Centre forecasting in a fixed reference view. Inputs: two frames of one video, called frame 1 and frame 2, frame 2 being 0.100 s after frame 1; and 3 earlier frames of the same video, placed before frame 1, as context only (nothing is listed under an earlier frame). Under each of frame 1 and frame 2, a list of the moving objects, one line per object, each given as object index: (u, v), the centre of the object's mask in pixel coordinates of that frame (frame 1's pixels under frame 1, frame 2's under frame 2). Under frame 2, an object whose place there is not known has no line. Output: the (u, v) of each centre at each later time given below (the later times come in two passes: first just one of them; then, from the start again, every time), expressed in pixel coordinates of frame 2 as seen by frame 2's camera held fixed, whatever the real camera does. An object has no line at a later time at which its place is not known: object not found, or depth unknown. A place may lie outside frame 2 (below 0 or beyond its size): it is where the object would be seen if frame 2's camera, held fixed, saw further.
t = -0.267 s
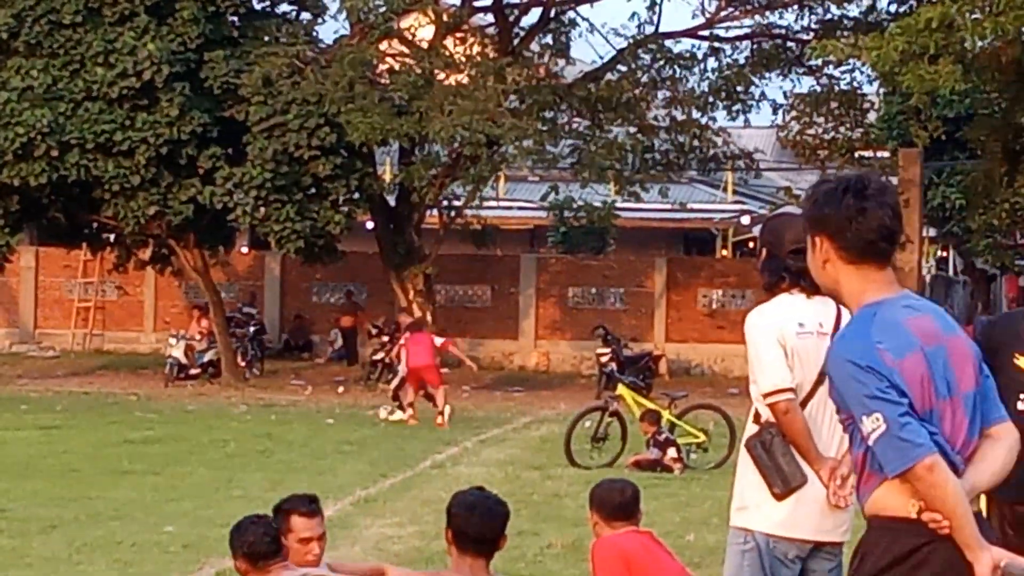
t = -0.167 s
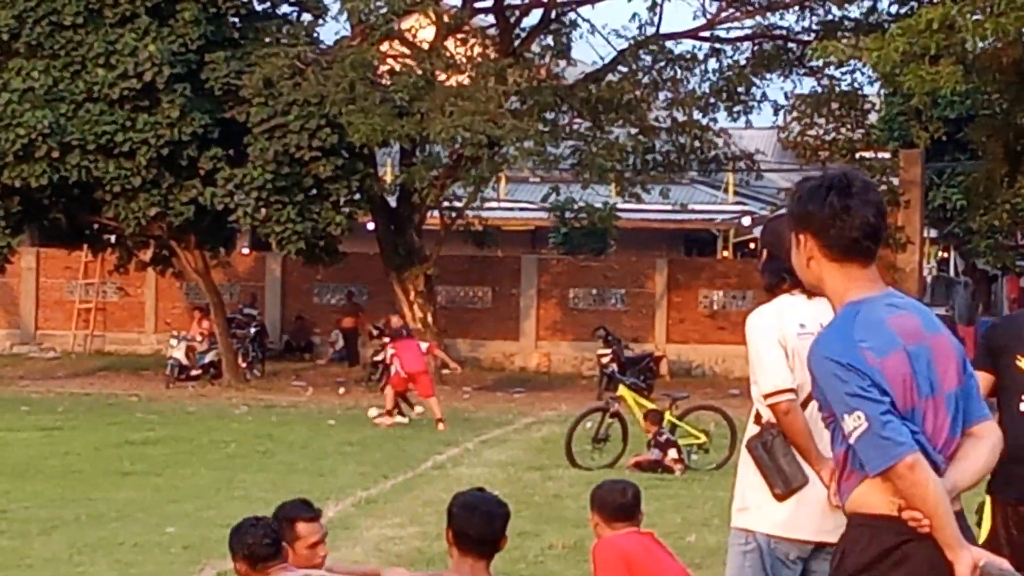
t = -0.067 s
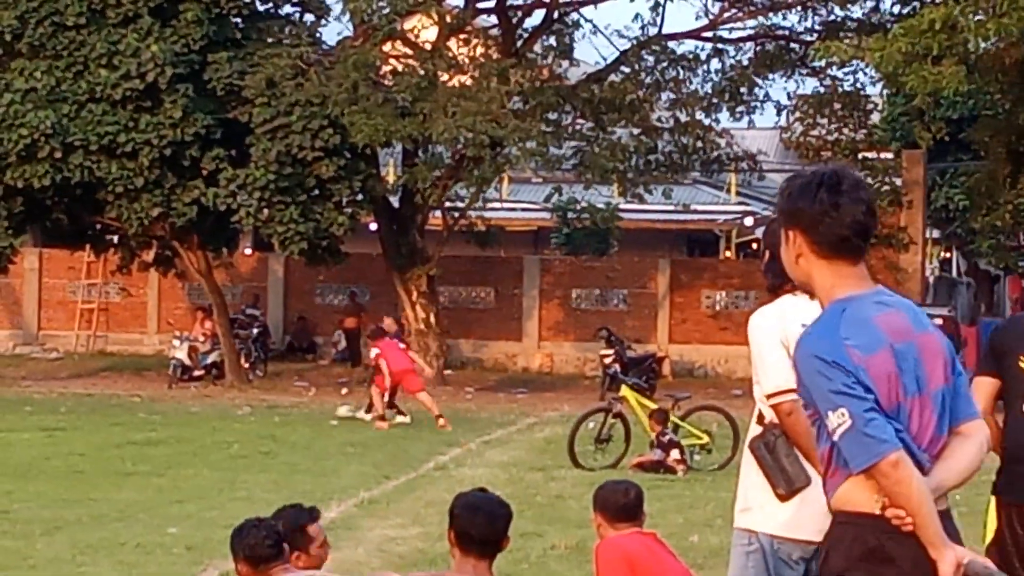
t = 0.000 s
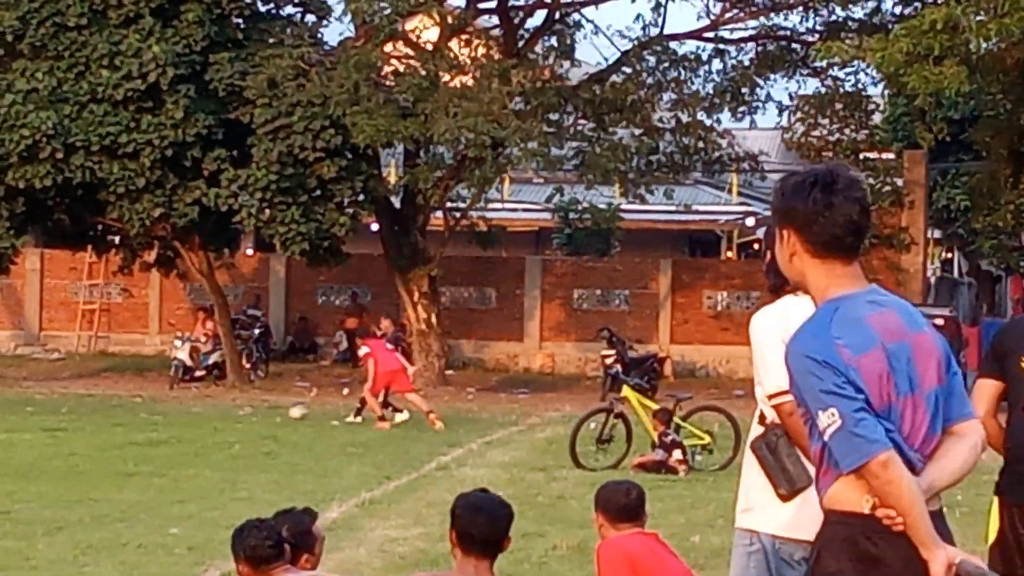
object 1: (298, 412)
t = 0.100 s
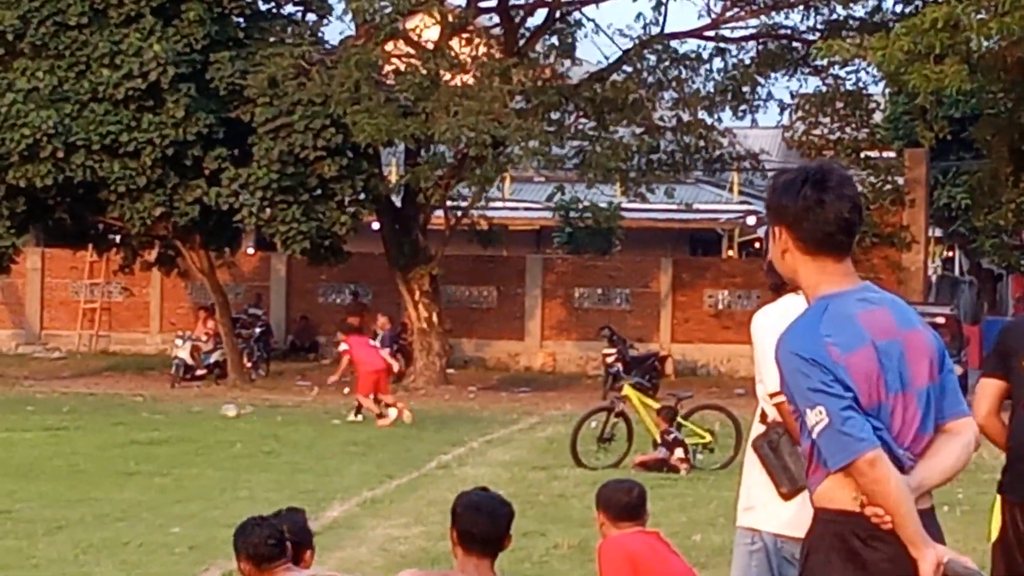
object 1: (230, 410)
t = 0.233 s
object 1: (148, 409)
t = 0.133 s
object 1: (207, 410)
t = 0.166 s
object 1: (187, 410)
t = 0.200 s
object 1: (169, 408)
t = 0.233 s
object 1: (148, 409)
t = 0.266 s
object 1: (130, 409)
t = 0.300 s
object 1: (111, 409)
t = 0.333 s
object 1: (93, 409)
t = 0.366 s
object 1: (76, 409)
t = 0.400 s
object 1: (63, 409)
